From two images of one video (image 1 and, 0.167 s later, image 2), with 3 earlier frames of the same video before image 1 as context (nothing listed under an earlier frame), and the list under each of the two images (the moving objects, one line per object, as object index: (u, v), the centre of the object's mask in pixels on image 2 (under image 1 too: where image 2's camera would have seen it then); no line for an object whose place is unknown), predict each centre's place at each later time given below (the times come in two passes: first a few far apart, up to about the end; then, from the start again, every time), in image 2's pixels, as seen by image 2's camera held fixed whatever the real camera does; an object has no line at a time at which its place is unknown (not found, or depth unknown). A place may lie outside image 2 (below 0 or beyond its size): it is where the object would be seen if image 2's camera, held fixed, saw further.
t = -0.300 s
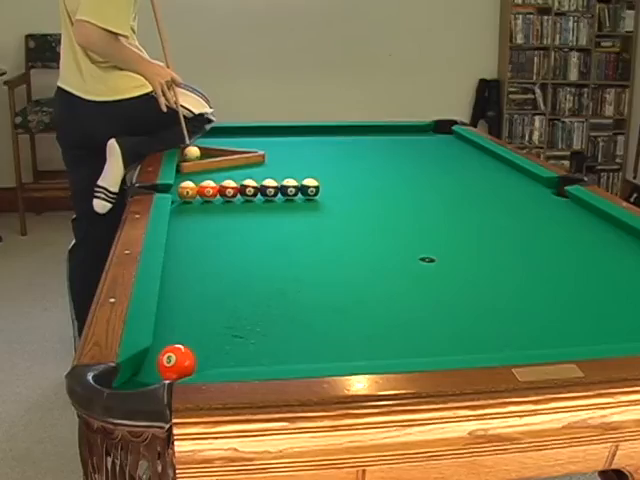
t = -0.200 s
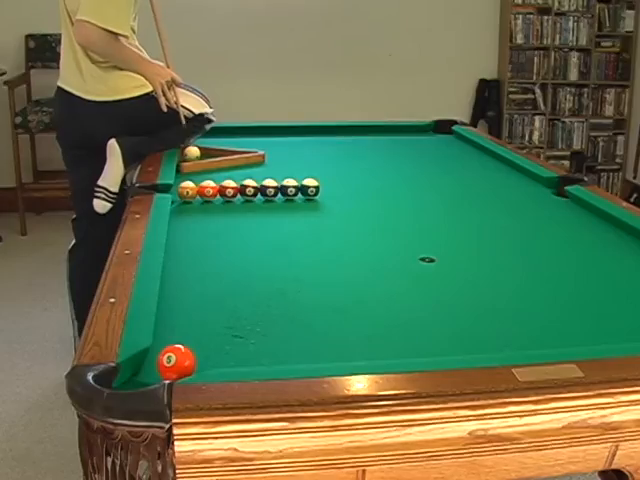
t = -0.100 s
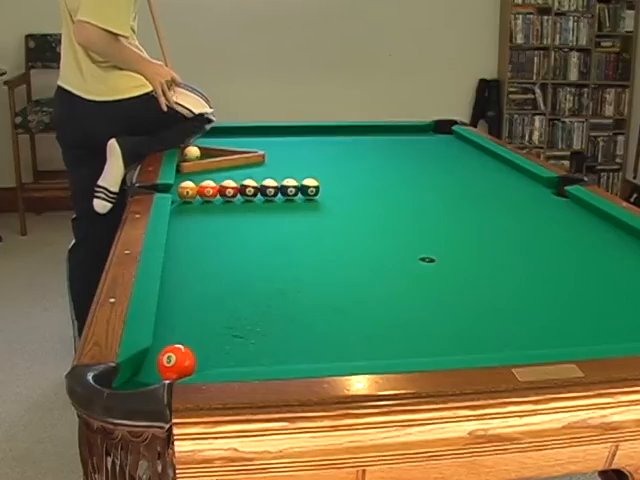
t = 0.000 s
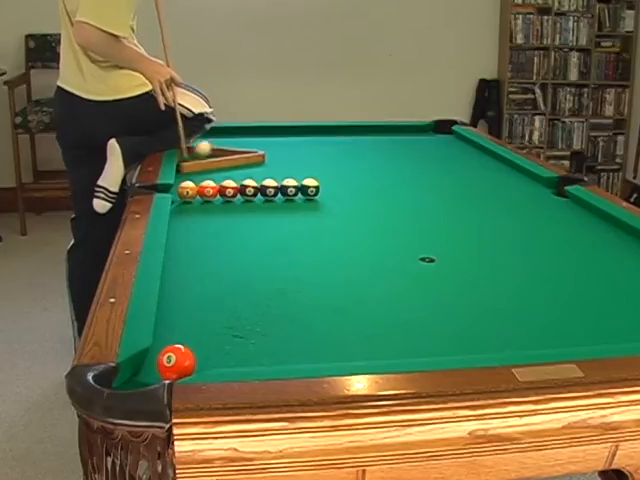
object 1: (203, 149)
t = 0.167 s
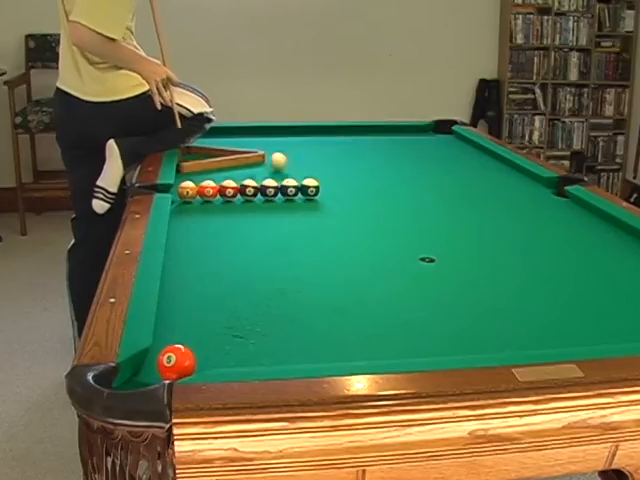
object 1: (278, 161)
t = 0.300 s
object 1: (330, 168)
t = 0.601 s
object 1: (418, 188)
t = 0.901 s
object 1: (447, 214)
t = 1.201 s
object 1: (397, 249)
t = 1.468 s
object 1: (310, 291)
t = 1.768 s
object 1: (182, 346)
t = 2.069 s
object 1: (200, 345)
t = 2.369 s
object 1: (228, 344)
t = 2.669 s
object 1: (252, 343)
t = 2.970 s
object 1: (270, 343)
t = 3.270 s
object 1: (284, 344)
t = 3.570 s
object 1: (294, 343)
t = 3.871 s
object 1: (299, 343)
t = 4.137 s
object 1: (299, 343)
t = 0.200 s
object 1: (291, 160)
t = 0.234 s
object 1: (304, 162)
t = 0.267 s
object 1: (317, 166)
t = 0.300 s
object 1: (330, 168)
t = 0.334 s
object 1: (343, 170)
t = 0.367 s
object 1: (355, 172)
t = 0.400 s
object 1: (366, 174)
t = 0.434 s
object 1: (376, 177)
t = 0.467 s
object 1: (386, 179)
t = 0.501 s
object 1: (395, 181)
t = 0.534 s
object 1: (403, 184)
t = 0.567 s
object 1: (411, 186)
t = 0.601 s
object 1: (418, 188)
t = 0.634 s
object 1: (424, 191)
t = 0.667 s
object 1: (430, 193)
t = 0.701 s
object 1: (434, 196)
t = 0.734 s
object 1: (439, 199)
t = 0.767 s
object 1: (442, 202)
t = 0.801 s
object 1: (444, 205)
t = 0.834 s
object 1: (446, 207)
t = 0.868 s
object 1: (447, 211)
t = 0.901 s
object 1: (447, 214)
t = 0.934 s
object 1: (445, 217)
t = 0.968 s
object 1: (443, 220)
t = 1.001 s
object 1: (440, 224)
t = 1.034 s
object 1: (436, 228)
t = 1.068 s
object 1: (430, 232)
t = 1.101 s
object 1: (424, 235)
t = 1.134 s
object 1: (416, 240)
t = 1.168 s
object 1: (407, 244)
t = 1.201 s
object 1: (397, 249)
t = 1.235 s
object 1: (388, 254)
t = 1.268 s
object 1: (378, 258)
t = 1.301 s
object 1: (368, 263)
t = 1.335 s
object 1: (357, 268)
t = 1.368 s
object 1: (346, 274)
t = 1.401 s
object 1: (335, 279)
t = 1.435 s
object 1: (323, 285)
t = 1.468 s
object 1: (310, 291)
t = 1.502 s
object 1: (297, 297)
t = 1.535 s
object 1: (283, 304)
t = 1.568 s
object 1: (269, 311)
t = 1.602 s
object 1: (254, 318)
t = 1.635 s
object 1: (239, 326)
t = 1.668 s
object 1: (223, 333)
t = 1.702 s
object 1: (206, 341)
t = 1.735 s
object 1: (193, 343)
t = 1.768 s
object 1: (182, 346)
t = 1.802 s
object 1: (173, 347)
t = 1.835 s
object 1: (172, 347)
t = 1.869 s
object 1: (178, 346)
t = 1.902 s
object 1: (183, 346)
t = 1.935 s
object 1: (186, 345)
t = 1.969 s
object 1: (190, 345)
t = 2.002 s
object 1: (193, 345)
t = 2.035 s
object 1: (196, 345)
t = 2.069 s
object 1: (200, 345)
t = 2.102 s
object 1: (203, 345)
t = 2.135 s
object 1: (206, 345)
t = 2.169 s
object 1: (210, 345)
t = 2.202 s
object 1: (212, 345)
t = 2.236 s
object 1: (216, 345)
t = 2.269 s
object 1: (219, 345)
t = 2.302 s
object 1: (222, 344)
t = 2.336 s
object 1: (225, 344)
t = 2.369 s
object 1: (228, 344)
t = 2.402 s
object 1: (230, 344)
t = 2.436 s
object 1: (233, 344)
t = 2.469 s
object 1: (236, 344)
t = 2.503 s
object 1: (240, 343)
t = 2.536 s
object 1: (242, 343)
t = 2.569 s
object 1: (245, 343)
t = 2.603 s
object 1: (247, 343)
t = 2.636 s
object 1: (250, 343)
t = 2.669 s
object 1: (252, 343)
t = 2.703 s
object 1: (254, 343)
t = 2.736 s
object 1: (256, 343)
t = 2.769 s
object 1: (259, 343)
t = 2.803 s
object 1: (261, 343)
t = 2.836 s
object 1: (263, 343)
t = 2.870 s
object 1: (265, 343)
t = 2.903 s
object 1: (267, 343)
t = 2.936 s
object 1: (268, 343)
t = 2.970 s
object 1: (270, 343)
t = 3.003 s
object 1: (272, 343)
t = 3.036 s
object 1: (274, 343)
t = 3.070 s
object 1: (276, 343)
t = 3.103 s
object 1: (277, 343)
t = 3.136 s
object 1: (278, 343)
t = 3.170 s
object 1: (280, 343)
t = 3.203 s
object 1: (281, 343)
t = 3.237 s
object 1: (283, 343)
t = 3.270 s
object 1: (284, 344)
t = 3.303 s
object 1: (285, 343)
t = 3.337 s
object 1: (286, 343)
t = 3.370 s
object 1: (288, 343)
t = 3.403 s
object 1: (289, 343)
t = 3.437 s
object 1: (290, 343)
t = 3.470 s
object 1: (291, 343)
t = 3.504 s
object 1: (292, 343)
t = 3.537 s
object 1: (293, 343)
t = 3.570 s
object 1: (294, 343)
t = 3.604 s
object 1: (295, 343)
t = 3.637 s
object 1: (295, 343)
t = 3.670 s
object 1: (296, 343)
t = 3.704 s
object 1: (297, 343)
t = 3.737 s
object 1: (298, 343)
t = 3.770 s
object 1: (298, 343)
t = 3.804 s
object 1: (299, 343)
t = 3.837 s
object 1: (299, 343)
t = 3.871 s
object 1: (299, 343)
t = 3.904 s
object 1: (299, 343)
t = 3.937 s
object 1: (299, 343)
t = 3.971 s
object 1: (299, 343)
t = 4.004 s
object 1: (299, 343)
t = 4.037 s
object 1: (299, 343)
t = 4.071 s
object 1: (299, 343)
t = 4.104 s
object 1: (299, 343)
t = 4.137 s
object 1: (299, 343)
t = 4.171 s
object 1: (299, 343)
